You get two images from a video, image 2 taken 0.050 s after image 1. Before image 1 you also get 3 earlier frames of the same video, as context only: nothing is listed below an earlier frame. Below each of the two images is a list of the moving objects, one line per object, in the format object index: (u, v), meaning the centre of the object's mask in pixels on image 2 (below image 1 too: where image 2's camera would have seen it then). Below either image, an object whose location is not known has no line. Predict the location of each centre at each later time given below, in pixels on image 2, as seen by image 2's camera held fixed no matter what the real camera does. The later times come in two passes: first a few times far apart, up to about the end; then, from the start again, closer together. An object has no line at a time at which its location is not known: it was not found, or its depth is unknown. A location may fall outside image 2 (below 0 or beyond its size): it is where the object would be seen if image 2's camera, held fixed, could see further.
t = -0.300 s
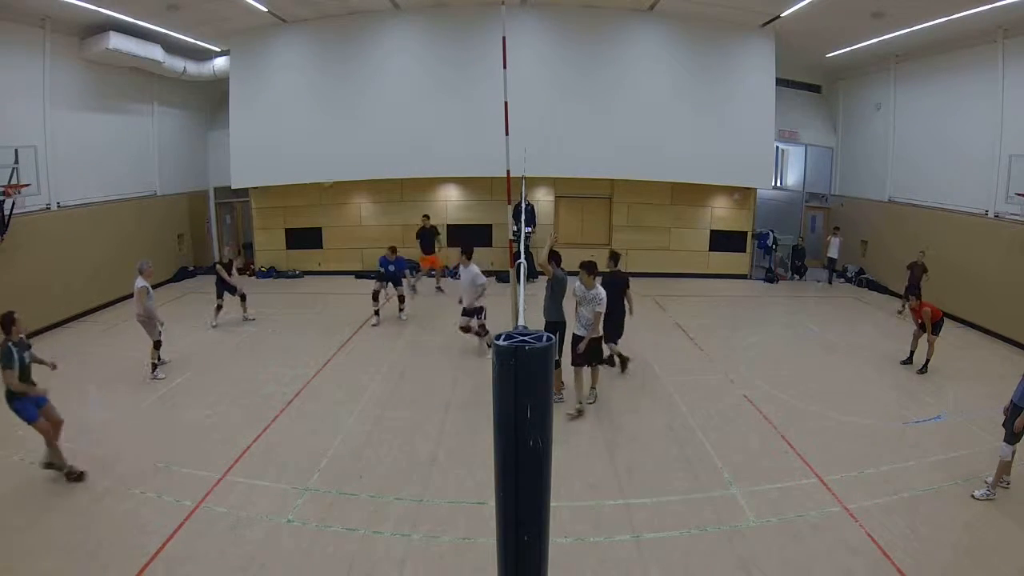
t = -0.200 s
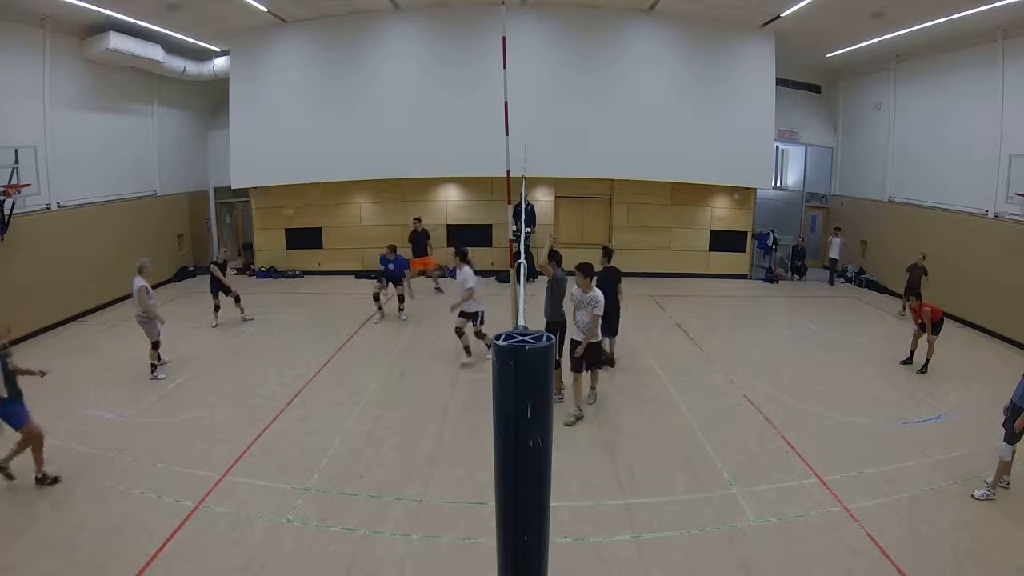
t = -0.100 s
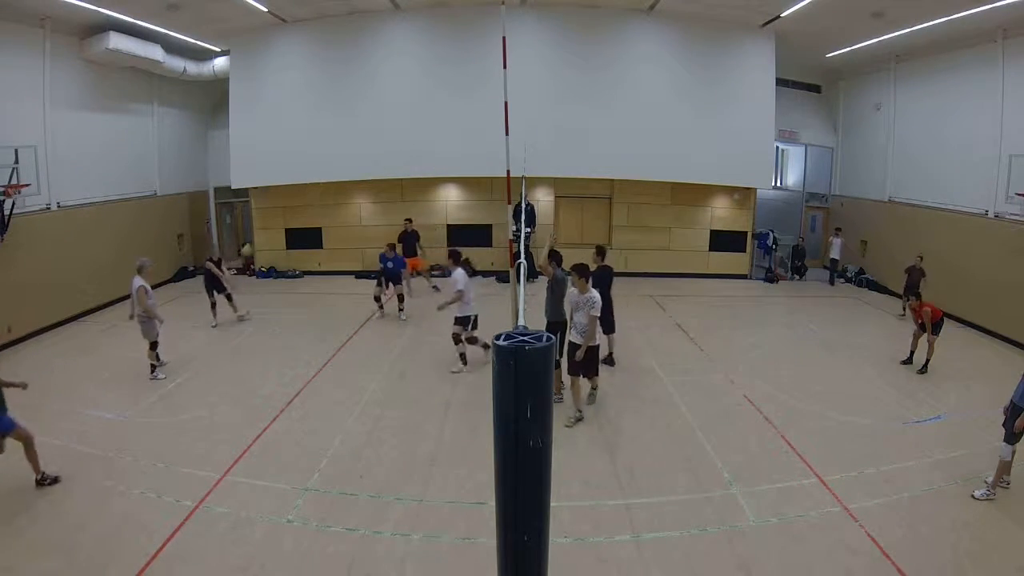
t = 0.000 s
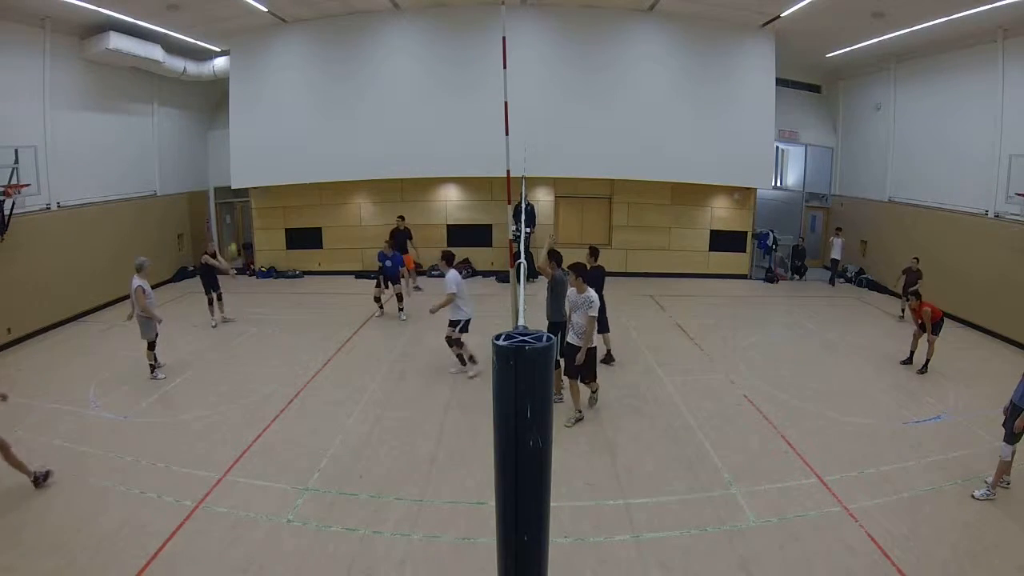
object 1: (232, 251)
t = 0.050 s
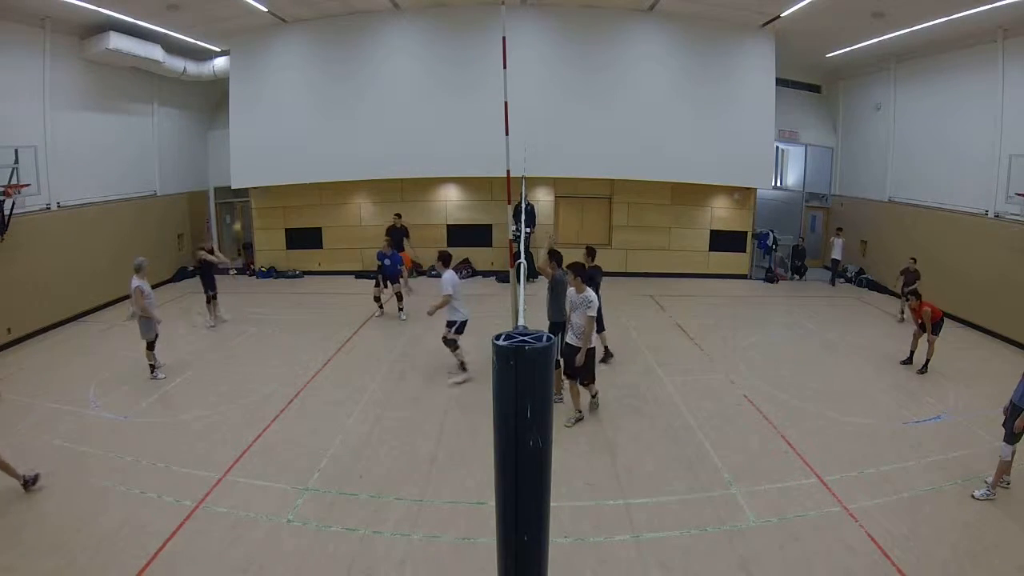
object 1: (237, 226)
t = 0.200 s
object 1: (255, 172)
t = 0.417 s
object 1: (285, 112)
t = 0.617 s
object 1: (315, 80)
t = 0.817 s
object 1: (347, 70)
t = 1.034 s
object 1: (381, 88)
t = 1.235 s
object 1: (414, 129)
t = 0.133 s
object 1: (247, 193)
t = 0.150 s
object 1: (249, 188)
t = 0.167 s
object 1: (249, 185)
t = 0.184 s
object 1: (252, 179)
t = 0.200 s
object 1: (255, 172)
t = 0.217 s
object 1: (257, 167)
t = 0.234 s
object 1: (260, 161)
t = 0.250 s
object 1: (262, 155)
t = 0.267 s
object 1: (263, 151)
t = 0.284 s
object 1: (265, 146)
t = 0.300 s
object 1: (268, 141)
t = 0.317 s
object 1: (270, 136)
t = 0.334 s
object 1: (272, 132)
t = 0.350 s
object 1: (275, 126)
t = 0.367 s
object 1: (277, 121)
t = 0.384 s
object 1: (281, 120)
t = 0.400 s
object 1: (283, 116)
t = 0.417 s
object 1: (285, 112)
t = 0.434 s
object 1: (288, 108)
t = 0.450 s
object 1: (290, 105)
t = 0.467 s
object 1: (292, 103)
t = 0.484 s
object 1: (296, 99)
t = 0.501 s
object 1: (298, 96)
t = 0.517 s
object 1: (300, 93)
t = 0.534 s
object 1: (302, 90)
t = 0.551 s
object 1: (305, 88)
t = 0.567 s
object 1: (308, 86)
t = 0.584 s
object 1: (310, 83)
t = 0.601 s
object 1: (312, 82)
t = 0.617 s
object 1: (315, 80)
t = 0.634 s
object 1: (318, 79)
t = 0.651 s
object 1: (320, 76)
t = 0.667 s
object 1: (323, 75)
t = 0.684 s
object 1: (325, 74)
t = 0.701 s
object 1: (329, 73)
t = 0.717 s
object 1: (331, 72)
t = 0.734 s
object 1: (333, 72)
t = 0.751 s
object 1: (337, 71)
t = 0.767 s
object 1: (339, 71)
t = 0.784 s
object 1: (342, 71)
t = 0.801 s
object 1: (344, 70)
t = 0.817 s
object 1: (347, 70)
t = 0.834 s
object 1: (349, 71)
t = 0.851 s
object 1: (352, 71)
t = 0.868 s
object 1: (355, 71)
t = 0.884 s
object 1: (357, 72)
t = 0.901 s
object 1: (360, 73)
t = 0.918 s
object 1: (363, 75)
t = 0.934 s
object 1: (365, 76)
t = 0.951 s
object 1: (367, 78)
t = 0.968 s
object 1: (370, 79)
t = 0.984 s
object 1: (373, 81)
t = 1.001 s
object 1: (375, 84)
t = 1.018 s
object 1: (378, 86)
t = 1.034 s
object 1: (381, 88)
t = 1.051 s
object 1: (384, 90)
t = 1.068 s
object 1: (386, 92)
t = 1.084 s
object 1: (389, 95)
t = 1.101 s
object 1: (392, 98)
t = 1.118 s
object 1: (394, 102)
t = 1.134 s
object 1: (396, 104)
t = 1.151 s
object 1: (400, 108)
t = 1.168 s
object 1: (402, 113)
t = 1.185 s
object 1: (405, 116)
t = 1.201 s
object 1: (408, 120)
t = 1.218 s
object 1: (411, 124)
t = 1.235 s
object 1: (414, 129)
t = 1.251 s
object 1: (416, 132)
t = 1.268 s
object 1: (419, 138)
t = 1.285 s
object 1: (422, 143)
